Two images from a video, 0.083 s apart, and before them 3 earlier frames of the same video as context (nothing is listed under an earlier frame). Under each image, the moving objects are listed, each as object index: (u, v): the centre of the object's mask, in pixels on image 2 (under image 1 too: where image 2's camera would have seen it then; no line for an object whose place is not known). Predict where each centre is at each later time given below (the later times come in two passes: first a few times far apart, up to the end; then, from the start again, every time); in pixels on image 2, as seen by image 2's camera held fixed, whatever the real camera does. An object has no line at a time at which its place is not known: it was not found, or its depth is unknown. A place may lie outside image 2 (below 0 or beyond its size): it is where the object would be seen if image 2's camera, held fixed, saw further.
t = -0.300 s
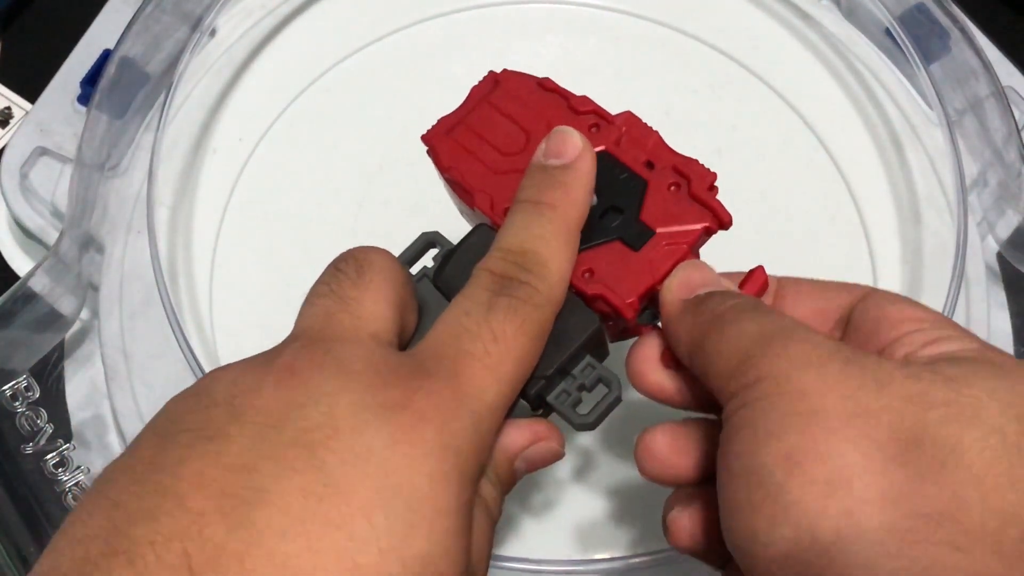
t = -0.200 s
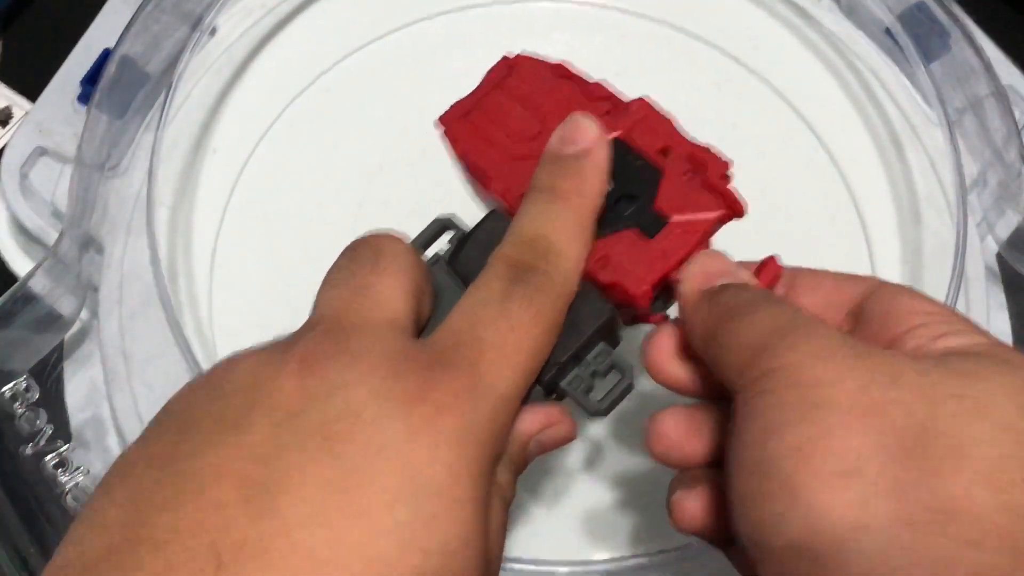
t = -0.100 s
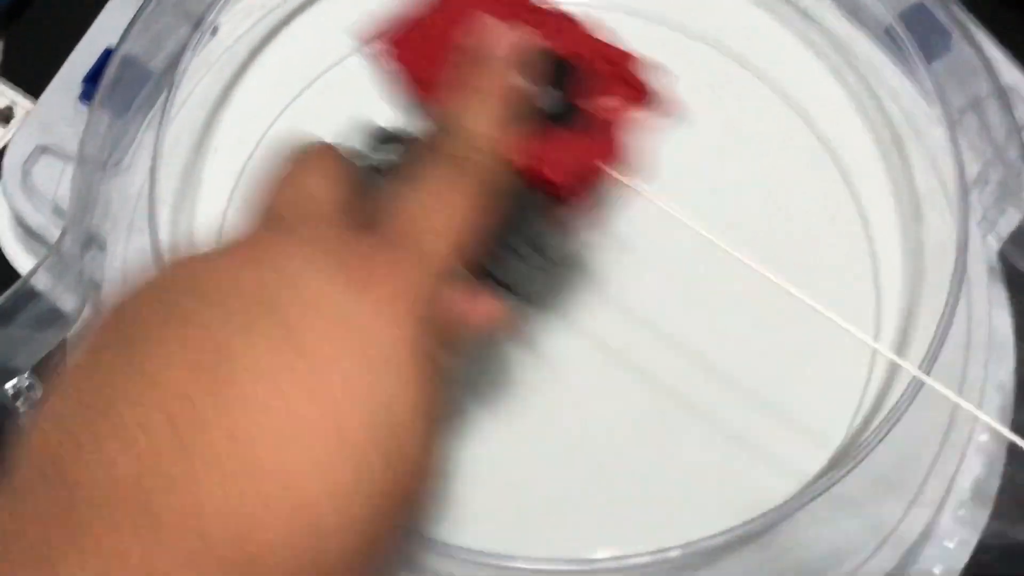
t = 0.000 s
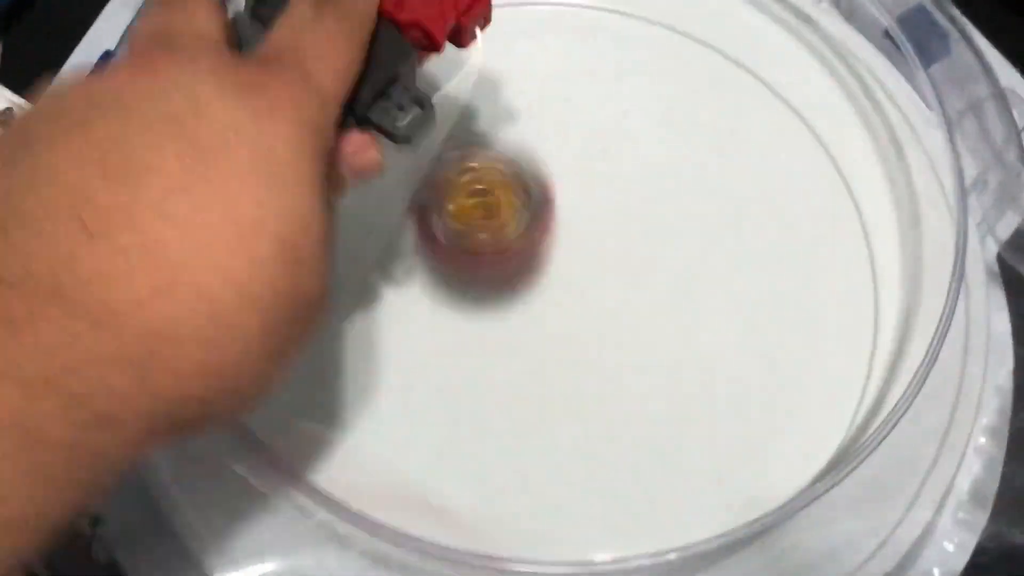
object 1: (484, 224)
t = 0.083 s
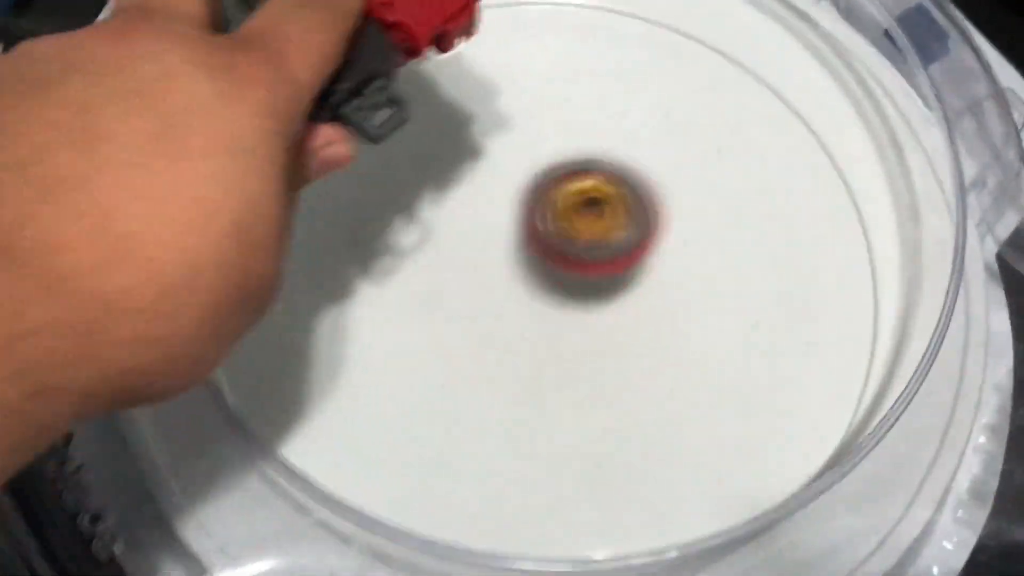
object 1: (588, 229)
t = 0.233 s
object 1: (747, 235)
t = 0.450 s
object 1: (659, 248)
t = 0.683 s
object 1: (379, 264)
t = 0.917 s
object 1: (395, 413)
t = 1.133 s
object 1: (709, 378)
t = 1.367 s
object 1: (695, 145)
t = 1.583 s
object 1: (398, 145)
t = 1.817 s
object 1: (353, 413)
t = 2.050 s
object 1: (733, 447)
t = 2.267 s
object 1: (720, 139)
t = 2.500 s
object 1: (342, 50)
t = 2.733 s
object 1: (343, 485)
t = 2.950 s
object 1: (825, 418)
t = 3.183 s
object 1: (691, 37)
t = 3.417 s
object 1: (253, 149)
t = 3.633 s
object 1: (463, 516)
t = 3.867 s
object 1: (815, 364)
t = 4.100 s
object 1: (569, 95)
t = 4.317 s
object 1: (257, 230)
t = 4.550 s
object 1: (480, 489)
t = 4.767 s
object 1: (724, 344)
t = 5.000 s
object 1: (556, 176)
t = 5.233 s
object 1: (412, 231)
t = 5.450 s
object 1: (494, 355)
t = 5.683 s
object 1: (551, 268)
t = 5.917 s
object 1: (520, 221)
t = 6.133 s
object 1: (455, 302)
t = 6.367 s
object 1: (570, 347)
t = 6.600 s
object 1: (606, 281)
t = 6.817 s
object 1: (547, 270)
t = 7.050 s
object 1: (500, 260)
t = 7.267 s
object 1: (538, 343)
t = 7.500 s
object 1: (518, 305)
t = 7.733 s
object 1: (590, 308)
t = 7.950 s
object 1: (506, 254)
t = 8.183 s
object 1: (525, 288)
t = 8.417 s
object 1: (489, 296)
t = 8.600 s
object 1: (587, 307)
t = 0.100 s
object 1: (612, 224)
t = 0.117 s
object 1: (636, 221)
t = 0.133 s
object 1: (659, 221)
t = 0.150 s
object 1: (681, 224)
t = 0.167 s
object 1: (703, 231)
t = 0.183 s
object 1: (723, 241)
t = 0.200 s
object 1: (738, 245)
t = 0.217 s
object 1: (742, 239)
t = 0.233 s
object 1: (747, 235)
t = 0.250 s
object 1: (751, 234)
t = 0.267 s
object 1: (754, 236)
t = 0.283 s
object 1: (758, 241)
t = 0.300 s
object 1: (760, 249)
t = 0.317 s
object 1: (757, 250)
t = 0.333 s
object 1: (749, 250)
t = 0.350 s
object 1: (742, 252)
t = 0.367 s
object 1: (733, 251)
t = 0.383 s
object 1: (722, 252)
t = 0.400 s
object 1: (708, 252)
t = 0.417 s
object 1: (693, 251)
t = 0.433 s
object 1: (676, 249)
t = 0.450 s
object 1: (659, 248)
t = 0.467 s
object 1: (639, 244)
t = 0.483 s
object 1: (619, 242)
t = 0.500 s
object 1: (595, 242)
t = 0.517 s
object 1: (572, 239)
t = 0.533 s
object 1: (548, 239)
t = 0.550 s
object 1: (526, 238)
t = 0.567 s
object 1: (504, 238)
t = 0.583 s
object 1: (484, 238)
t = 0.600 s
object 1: (462, 240)
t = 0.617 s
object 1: (443, 242)
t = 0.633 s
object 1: (425, 246)
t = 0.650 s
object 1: (408, 251)
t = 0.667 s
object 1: (392, 257)
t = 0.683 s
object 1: (379, 264)
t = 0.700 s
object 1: (366, 272)
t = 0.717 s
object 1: (354, 281)
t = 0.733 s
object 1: (346, 289)
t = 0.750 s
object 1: (338, 301)
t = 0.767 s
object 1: (333, 312)
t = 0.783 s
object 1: (329, 323)
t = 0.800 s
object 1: (329, 336)
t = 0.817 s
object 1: (330, 346)
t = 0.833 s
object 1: (333, 360)
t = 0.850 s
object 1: (341, 371)
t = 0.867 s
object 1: (349, 384)
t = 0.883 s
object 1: (364, 393)
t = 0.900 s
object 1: (379, 402)
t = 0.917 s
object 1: (395, 413)
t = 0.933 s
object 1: (414, 422)
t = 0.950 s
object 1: (435, 430)
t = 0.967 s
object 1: (458, 433)
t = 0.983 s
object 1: (484, 437)
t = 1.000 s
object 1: (509, 440)
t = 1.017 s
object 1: (535, 437)
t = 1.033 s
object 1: (561, 437)
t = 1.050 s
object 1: (587, 434)
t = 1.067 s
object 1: (614, 428)
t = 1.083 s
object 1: (640, 418)
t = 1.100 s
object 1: (664, 407)
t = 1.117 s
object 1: (688, 394)
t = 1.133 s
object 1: (709, 378)
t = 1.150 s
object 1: (727, 362)
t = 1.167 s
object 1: (742, 342)
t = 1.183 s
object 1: (754, 323)
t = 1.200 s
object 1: (766, 308)
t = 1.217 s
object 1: (770, 286)
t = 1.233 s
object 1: (771, 265)
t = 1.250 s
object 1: (772, 247)
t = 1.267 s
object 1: (771, 232)
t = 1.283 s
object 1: (764, 212)
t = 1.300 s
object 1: (752, 196)
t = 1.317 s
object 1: (743, 183)
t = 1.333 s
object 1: (731, 170)
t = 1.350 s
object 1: (713, 156)
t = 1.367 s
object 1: (695, 145)
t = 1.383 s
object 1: (676, 138)
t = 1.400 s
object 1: (655, 130)
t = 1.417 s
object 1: (631, 123)
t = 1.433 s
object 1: (606, 119)
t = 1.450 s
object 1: (581, 115)
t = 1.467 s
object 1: (555, 113)
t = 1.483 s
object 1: (529, 112)
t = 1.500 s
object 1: (502, 114)
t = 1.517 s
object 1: (479, 117)
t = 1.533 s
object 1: (457, 122)
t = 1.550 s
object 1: (434, 130)
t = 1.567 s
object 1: (415, 137)
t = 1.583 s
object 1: (398, 145)
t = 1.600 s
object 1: (381, 156)
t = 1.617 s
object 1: (365, 169)
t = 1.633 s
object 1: (352, 183)
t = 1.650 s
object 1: (339, 199)
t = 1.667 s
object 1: (328, 216)
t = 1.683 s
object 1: (319, 236)
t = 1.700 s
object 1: (313, 255)
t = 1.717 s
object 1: (309, 279)
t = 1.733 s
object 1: (309, 300)
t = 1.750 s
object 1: (311, 324)
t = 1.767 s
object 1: (316, 346)
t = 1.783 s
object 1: (324, 370)
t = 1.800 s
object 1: (338, 392)
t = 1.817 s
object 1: (353, 413)
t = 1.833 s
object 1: (372, 434)
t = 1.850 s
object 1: (392, 452)
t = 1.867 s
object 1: (419, 466)
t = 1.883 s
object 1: (444, 478)
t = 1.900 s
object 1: (473, 489)
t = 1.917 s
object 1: (502, 494)
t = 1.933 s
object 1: (532, 499)
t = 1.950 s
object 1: (565, 501)
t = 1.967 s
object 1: (595, 500)
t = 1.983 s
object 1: (629, 496)
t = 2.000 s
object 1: (658, 486)
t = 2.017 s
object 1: (686, 478)
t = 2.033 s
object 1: (710, 464)
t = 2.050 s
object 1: (733, 447)
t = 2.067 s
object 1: (752, 431)
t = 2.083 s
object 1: (767, 407)
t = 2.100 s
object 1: (779, 386)
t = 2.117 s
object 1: (788, 363)
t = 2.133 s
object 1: (792, 337)
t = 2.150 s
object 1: (794, 313)
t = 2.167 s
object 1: (792, 287)
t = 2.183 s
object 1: (785, 260)
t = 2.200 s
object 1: (778, 237)
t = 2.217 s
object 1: (767, 212)
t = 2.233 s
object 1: (755, 187)
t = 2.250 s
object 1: (738, 163)
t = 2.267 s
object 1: (720, 139)
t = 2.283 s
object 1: (703, 119)
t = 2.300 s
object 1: (677, 97)
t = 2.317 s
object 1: (656, 80)
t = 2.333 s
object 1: (633, 63)
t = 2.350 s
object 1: (602, 52)
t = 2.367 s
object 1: (574, 44)
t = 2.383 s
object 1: (544, 38)
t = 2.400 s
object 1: (514, 35)
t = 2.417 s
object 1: (484, 33)
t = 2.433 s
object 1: (453, 32)
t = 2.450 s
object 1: (423, 33)
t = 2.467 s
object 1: (394, 35)
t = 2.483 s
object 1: (366, 39)
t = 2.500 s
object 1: (342, 50)
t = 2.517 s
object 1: (322, 66)
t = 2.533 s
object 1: (300, 92)
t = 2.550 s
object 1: (279, 123)
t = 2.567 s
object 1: (263, 151)
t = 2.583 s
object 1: (248, 184)
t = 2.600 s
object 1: (239, 218)
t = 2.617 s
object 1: (233, 254)
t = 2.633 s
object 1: (237, 291)
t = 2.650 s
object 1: (237, 327)
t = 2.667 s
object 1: (243, 364)
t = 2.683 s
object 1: (258, 396)
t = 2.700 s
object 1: (279, 429)
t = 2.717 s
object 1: (308, 459)
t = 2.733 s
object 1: (343, 485)
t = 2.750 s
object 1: (380, 508)
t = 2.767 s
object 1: (419, 519)
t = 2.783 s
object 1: (467, 517)
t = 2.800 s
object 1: (506, 526)
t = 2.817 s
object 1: (549, 530)
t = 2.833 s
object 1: (586, 529)
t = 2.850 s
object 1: (629, 522)
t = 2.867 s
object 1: (665, 513)
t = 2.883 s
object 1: (711, 512)
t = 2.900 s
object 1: (745, 499)
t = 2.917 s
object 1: (779, 473)
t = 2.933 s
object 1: (803, 446)
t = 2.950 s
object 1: (825, 418)
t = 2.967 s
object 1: (834, 386)
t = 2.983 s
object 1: (852, 350)
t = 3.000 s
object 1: (862, 320)
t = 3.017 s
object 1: (866, 286)
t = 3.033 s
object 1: (866, 252)
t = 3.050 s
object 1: (859, 217)
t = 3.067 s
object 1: (850, 185)
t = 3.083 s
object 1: (836, 157)
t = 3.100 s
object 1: (818, 127)
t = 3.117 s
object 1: (797, 104)
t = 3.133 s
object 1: (772, 80)
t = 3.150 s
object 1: (750, 58)
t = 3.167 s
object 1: (722, 45)
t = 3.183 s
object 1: (691, 37)
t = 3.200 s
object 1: (659, 30)
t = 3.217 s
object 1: (628, 25)
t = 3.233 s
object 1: (595, 22)
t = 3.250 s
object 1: (558, 20)
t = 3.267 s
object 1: (523, 20)
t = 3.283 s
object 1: (484, 21)
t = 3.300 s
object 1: (451, 24)
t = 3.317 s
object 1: (418, 29)
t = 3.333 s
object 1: (386, 37)
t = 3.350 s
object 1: (357, 47)
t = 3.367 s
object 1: (327, 62)
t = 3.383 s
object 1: (299, 89)
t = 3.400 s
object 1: (276, 118)
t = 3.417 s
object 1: (253, 149)
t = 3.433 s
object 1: (238, 178)
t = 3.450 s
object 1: (228, 216)
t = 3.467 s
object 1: (227, 252)
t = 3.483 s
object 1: (234, 291)
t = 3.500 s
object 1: (235, 331)
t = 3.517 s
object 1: (246, 367)
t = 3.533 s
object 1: (263, 403)
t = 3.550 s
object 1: (286, 436)
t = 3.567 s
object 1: (314, 464)
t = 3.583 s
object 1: (350, 497)
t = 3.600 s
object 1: (382, 511)
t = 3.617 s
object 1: (429, 506)
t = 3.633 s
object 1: (463, 516)
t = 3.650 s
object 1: (497, 522)
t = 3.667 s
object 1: (532, 527)
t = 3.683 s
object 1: (571, 527)
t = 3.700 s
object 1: (606, 525)
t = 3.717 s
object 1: (640, 520)
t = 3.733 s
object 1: (670, 510)
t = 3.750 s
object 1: (708, 510)
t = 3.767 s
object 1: (734, 501)
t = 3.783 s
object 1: (756, 482)
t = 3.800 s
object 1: (766, 454)
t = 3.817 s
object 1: (786, 431)
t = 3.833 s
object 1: (802, 409)
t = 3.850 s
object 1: (812, 387)
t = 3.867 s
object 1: (815, 364)
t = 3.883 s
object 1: (813, 339)
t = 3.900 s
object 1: (809, 315)
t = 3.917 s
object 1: (803, 291)
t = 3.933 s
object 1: (795, 265)
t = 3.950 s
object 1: (781, 241)
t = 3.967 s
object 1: (765, 217)
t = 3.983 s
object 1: (745, 195)
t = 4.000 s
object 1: (727, 175)
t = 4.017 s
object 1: (704, 157)
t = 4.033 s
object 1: (681, 141)
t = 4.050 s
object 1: (655, 127)
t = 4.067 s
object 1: (629, 115)
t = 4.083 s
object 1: (599, 103)
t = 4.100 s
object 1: (569, 95)
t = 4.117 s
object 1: (537, 89)
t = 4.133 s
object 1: (506, 86)
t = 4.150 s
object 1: (476, 85)
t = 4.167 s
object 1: (447, 87)
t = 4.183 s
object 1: (417, 91)
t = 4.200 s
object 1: (390, 99)
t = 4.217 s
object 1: (366, 108)
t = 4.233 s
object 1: (340, 121)
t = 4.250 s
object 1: (318, 137)
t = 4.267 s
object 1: (297, 157)
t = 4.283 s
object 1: (282, 179)
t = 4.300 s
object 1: (266, 203)
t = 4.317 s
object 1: (257, 230)
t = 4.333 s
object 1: (250, 256)
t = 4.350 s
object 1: (248, 283)
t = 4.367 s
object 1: (251, 310)
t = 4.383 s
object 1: (259, 336)
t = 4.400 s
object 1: (271, 360)
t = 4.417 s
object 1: (285, 384)
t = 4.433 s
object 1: (299, 406)
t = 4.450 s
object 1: (320, 426)
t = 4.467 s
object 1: (347, 441)
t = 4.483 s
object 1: (371, 456)
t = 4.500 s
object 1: (394, 467)
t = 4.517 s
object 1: (421, 477)
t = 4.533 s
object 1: (450, 484)
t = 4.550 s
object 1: (480, 489)
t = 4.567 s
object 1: (508, 491)
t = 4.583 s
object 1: (538, 490)
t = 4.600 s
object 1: (566, 484)
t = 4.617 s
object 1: (594, 477)
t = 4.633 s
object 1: (619, 468)
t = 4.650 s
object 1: (643, 455)
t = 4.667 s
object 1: (663, 441)
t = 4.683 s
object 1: (682, 426)
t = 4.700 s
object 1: (696, 411)
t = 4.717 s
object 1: (708, 394)
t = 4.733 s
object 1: (717, 378)
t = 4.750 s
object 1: (723, 361)
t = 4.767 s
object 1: (724, 344)
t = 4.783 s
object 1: (724, 327)
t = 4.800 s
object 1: (721, 309)
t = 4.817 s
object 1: (715, 293)
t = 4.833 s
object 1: (707, 277)
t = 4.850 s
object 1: (696, 264)
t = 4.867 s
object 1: (684, 251)
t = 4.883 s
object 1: (671, 239)
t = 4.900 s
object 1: (656, 227)
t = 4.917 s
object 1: (639, 214)
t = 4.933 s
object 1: (623, 204)
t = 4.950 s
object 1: (606, 195)
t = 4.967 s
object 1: (590, 188)
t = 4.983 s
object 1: (574, 181)
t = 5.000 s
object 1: (556, 176)
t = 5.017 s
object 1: (538, 172)
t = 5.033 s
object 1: (522, 170)
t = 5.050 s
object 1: (506, 169)
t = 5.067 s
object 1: (492, 168)
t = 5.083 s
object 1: (477, 170)
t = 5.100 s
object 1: (465, 172)
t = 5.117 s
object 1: (454, 175)
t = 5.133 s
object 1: (444, 179)
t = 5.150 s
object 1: (434, 184)
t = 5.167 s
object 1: (427, 192)
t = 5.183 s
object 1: (421, 201)
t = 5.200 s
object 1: (417, 209)
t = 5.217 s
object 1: (415, 219)
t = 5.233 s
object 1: (412, 231)
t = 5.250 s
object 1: (414, 244)
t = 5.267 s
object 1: (417, 257)
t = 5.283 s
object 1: (420, 272)
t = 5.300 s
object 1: (424, 287)
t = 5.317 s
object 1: (429, 302)
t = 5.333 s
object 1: (436, 314)
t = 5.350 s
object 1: (442, 325)
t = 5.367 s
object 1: (448, 334)
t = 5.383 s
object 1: (454, 341)
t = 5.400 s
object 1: (461, 346)
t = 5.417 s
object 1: (471, 350)
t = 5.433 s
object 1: (482, 353)
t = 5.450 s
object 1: (494, 355)
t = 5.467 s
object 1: (509, 355)
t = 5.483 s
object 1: (523, 352)
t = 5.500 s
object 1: (537, 350)
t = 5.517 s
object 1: (548, 345)
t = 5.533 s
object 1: (556, 342)
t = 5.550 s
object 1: (563, 336)
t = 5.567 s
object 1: (567, 331)
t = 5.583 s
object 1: (570, 322)
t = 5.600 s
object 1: (570, 314)
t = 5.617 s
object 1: (568, 306)
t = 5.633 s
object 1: (565, 297)
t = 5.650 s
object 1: (560, 289)
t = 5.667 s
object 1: (556, 280)
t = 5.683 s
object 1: (551, 268)
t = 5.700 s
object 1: (546, 259)
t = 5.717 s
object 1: (543, 248)
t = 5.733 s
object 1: (542, 237)
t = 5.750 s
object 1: (541, 229)
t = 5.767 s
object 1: (540, 221)
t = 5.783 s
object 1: (538, 217)
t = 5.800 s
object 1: (536, 213)
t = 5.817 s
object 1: (534, 210)
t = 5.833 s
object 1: (532, 208)
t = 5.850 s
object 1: (530, 208)
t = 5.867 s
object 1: (527, 210)
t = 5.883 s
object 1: (525, 212)
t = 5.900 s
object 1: (523, 215)
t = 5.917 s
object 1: (520, 221)
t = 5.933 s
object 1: (517, 227)
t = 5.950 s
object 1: (513, 233)
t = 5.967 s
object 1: (507, 241)
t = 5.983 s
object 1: (501, 250)
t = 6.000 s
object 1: (494, 260)
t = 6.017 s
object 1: (486, 268)
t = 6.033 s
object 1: (479, 275)
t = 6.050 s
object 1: (472, 281)
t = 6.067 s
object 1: (466, 284)
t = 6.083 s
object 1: (461, 288)
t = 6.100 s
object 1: (457, 293)
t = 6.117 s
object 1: (455, 297)
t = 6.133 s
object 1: (455, 302)
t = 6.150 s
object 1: (457, 307)
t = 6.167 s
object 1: (461, 313)
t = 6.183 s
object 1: (467, 319)
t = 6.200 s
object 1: (475, 325)
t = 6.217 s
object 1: (485, 331)
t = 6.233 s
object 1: (498, 336)
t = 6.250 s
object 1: (511, 339)
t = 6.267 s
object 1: (522, 342)
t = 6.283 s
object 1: (534, 343)
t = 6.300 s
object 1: (544, 345)
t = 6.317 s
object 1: (554, 347)
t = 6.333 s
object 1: (561, 347)
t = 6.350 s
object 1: (567, 348)
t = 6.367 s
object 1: (570, 347)
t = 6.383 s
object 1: (572, 346)
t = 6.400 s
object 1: (572, 342)
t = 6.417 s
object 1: (570, 339)
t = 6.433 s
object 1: (570, 331)
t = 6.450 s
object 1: (571, 326)
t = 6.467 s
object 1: (573, 318)
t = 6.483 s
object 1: (575, 313)
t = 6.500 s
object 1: (579, 304)
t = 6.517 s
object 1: (584, 298)
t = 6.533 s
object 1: (588, 290)
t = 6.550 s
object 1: (592, 286)
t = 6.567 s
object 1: (597, 282)
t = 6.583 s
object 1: (602, 281)
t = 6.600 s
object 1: (606, 281)
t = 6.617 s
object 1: (610, 282)
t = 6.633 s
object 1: (611, 283)
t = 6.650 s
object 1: (610, 286)
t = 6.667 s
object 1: (610, 287)
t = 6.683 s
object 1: (607, 289)
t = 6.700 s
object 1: (602, 290)
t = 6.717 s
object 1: (596, 290)
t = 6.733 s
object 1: (591, 289)
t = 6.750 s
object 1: (583, 287)
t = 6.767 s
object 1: (575, 283)
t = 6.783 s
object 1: (565, 279)
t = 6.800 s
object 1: (556, 276)
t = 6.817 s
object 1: (547, 270)
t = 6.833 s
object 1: (539, 265)
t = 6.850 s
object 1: (532, 259)
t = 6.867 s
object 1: (527, 252)
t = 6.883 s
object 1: (525, 246)
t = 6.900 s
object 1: (523, 241)
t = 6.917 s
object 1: (521, 237)
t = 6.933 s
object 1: (519, 235)
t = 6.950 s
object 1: (516, 235)
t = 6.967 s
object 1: (514, 236)
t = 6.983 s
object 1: (510, 238)
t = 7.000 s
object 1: (507, 242)
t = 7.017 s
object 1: (504, 248)
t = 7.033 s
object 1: (501, 253)
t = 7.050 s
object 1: (500, 260)
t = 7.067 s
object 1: (500, 267)
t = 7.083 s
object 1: (501, 274)
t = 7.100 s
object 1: (504, 280)
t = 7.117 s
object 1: (507, 285)
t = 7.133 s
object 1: (511, 292)
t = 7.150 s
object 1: (516, 298)
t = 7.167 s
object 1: (520, 304)
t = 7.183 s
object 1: (524, 311)
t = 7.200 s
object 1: (529, 318)
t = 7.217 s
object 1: (533, 324)
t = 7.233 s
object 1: (535, 329)
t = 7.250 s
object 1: (537, 337)
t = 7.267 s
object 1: (538, 343)
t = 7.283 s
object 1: (538, 347)
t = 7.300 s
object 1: (536, 350)
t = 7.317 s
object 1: (533, 354)
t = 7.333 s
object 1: (530, 355)
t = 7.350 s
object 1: (525, 353)
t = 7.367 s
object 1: (519, 351)
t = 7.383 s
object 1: (514, 347)
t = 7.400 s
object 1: (510, 341)
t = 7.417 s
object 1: (507, 333)
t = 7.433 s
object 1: (507, 326)
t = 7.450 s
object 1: (508, 321)
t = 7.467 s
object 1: (509, 316)
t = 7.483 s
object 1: (512, 310)
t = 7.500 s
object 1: (518, 305)
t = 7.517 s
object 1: (525, 300)
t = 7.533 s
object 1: (532, 297)
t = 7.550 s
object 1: (541, 295)
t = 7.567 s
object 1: (552, 294)
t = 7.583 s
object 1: (561, 296)
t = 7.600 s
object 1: (570, 296)
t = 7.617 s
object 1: (578, 301)
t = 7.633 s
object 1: (584, 303)
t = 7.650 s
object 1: (588, 307)
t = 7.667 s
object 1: (592, 310)
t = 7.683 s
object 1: (593, 310)
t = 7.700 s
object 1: (593, 310)
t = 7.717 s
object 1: (593, 311)
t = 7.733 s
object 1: (590, 308)
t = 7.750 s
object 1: (584, 306)
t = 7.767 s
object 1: (577, 304)
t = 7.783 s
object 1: (570, 302)
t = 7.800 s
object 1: (560, 299)
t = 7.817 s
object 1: (551, 298)
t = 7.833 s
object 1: (542, 295)
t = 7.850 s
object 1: (533, 292)
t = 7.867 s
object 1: (524, 286)
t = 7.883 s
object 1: (519, 281)
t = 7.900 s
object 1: (513, 274)
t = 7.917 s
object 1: (509, 267)
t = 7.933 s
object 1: (507, 261)
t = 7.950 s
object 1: (506, 254)
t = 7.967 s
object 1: (507, 248)
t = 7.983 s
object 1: (510, 244)
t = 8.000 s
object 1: (514, 241)
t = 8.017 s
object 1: (519, 238)
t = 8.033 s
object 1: (525, 239)
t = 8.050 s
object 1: (529, 240)
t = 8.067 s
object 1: (533, 244)
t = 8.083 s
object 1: (538, 249)
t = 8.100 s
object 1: (539, 253)
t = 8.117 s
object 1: (539, 260)
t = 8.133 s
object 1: (538, 266)
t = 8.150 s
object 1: (533, 272)
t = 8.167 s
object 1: (529, 280)
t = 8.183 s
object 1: (525, 288)
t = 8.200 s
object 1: (520, 295)
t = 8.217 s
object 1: (516, 302)
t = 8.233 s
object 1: (511, 308)
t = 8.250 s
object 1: (504, 313)
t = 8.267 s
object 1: (498, 317)
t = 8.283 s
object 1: (493, 318)
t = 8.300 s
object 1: (487, 319)
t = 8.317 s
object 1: (484, 318)
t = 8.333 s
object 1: (481, 316)
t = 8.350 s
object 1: (478, 312)
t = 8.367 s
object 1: (479, 309)
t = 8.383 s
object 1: (480, 304)
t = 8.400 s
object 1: (483, 300)
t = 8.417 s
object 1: (489, 296)
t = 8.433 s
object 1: (496, 293)
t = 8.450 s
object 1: (504, 289)
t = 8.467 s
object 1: (513, 286)
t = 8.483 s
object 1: (523, 284)
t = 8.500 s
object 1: (534, 285)
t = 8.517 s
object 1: (543, 286)
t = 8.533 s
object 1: (554, 289)
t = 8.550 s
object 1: (565, 293)
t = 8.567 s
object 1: (573, 296)
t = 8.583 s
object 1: (581, 301)
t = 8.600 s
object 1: (587, 307)
